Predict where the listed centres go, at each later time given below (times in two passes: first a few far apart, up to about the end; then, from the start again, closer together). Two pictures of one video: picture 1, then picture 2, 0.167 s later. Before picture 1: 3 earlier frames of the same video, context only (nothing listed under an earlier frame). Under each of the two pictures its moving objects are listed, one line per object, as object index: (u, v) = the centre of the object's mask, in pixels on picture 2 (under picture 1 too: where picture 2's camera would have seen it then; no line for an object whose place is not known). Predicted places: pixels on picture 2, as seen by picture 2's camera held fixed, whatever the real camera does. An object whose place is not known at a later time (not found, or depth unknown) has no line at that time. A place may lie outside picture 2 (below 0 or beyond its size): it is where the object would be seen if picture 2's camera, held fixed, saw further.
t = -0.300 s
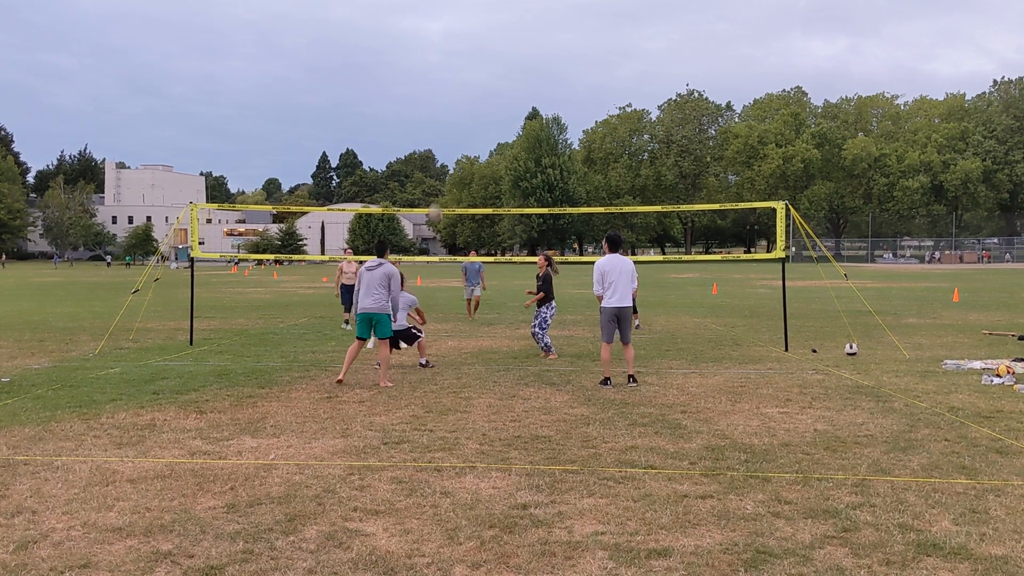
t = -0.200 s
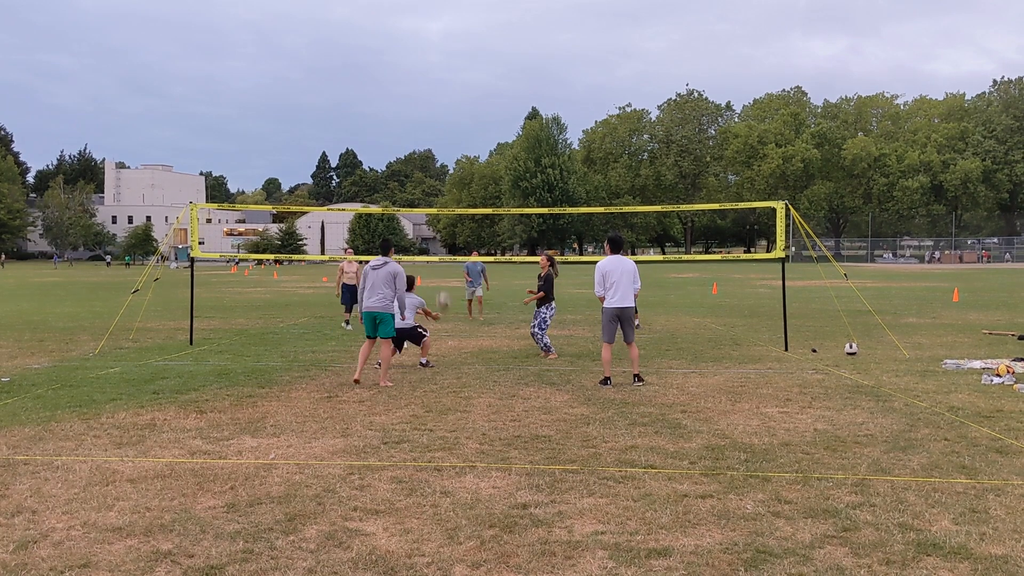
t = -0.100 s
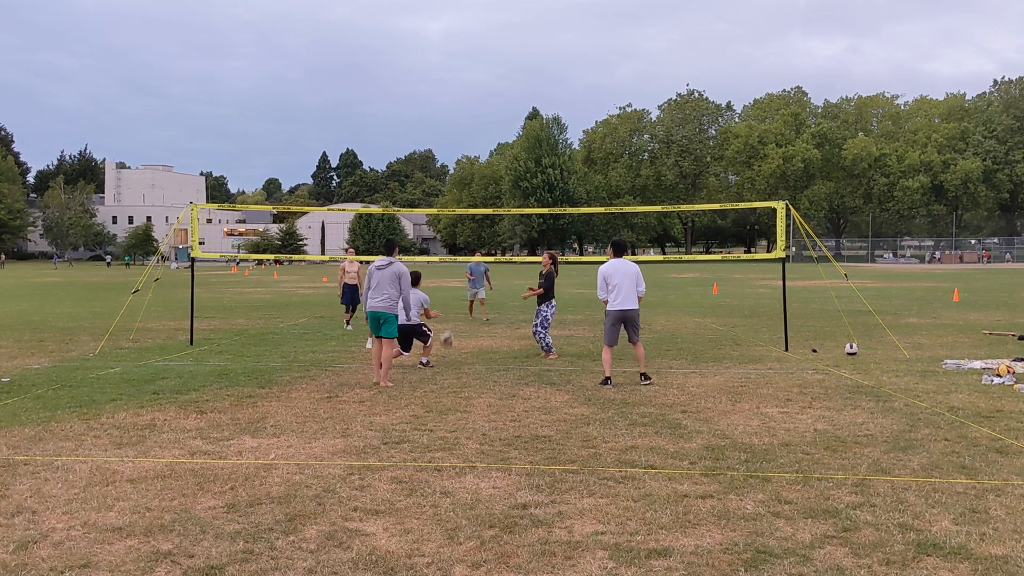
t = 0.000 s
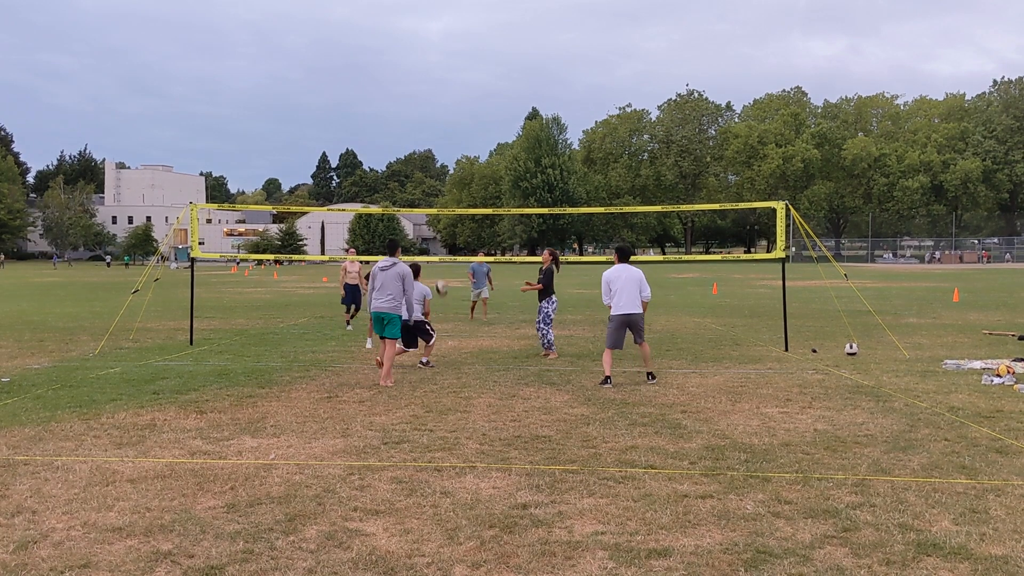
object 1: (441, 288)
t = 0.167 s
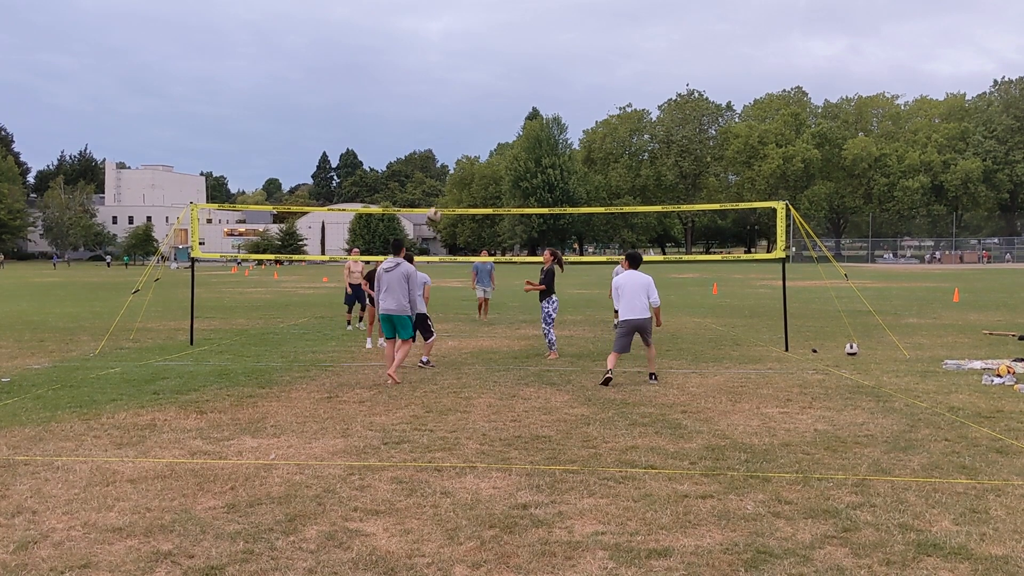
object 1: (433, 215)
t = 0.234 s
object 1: (430, 190)
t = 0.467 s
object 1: (419, 127)
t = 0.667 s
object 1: (410, 103)
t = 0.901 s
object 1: (400, 113)
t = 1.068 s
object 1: (395, 147)
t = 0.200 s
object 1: (431, 202)
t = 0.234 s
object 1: (430, 190)
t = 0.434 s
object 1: (421, 135)
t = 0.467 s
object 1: (419, 127)
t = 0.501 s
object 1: (417, 122)
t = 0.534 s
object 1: (416, 116)
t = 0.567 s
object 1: (415, 111)
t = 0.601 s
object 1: (413, 108)
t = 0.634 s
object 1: (411, 105)
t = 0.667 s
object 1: (410, 103)
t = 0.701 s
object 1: (408, 102)
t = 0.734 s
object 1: (407, 101)
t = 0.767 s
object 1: (405, 102)
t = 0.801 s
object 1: (404, 103)
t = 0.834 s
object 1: (403, 106)
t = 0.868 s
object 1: (402, 109)
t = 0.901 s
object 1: (400, 113)
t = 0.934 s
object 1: (399, 118)
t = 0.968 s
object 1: (399, 124)
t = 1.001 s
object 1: (397, 130)
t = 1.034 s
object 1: (396, 138)
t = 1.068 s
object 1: (395, 147)
